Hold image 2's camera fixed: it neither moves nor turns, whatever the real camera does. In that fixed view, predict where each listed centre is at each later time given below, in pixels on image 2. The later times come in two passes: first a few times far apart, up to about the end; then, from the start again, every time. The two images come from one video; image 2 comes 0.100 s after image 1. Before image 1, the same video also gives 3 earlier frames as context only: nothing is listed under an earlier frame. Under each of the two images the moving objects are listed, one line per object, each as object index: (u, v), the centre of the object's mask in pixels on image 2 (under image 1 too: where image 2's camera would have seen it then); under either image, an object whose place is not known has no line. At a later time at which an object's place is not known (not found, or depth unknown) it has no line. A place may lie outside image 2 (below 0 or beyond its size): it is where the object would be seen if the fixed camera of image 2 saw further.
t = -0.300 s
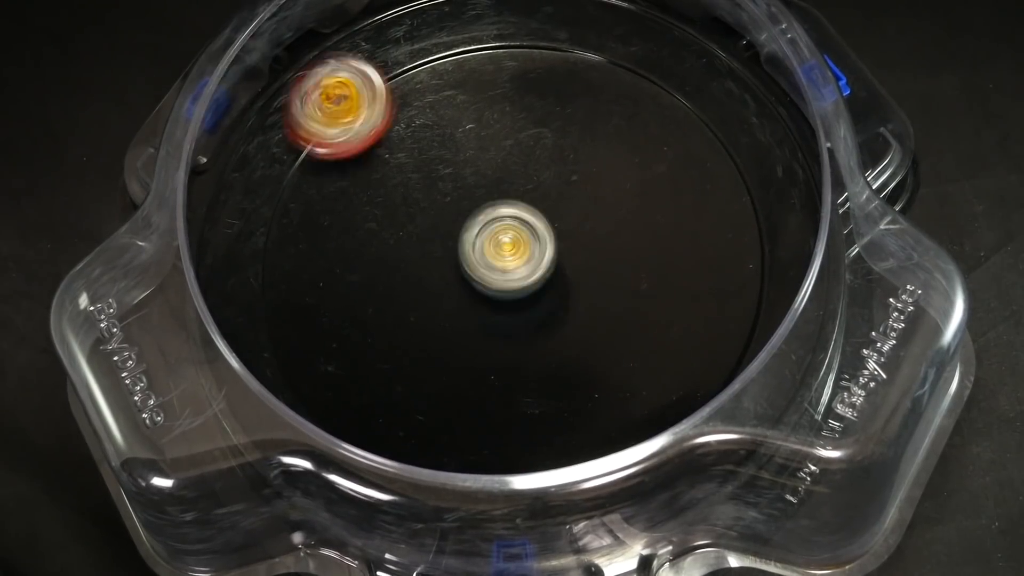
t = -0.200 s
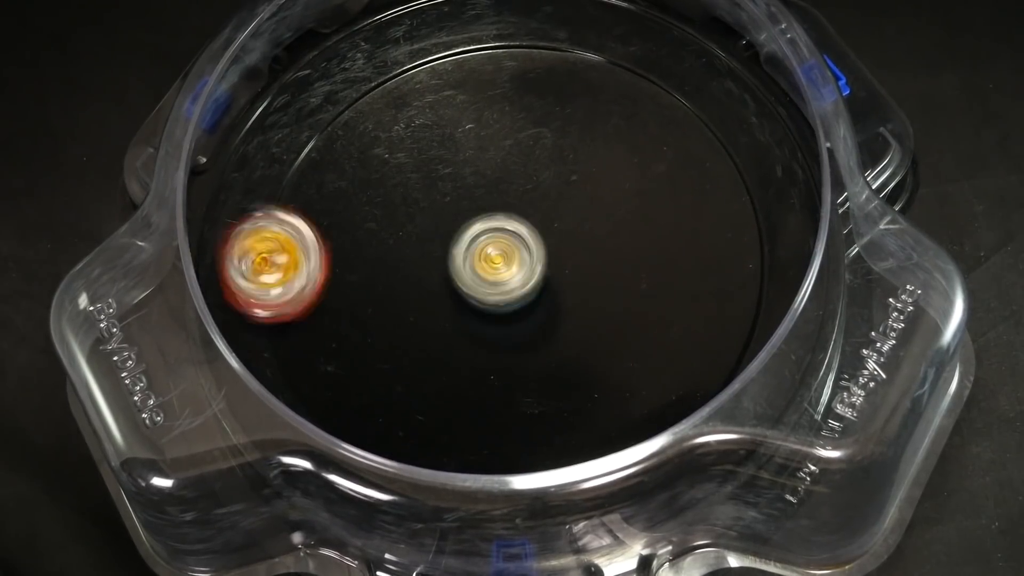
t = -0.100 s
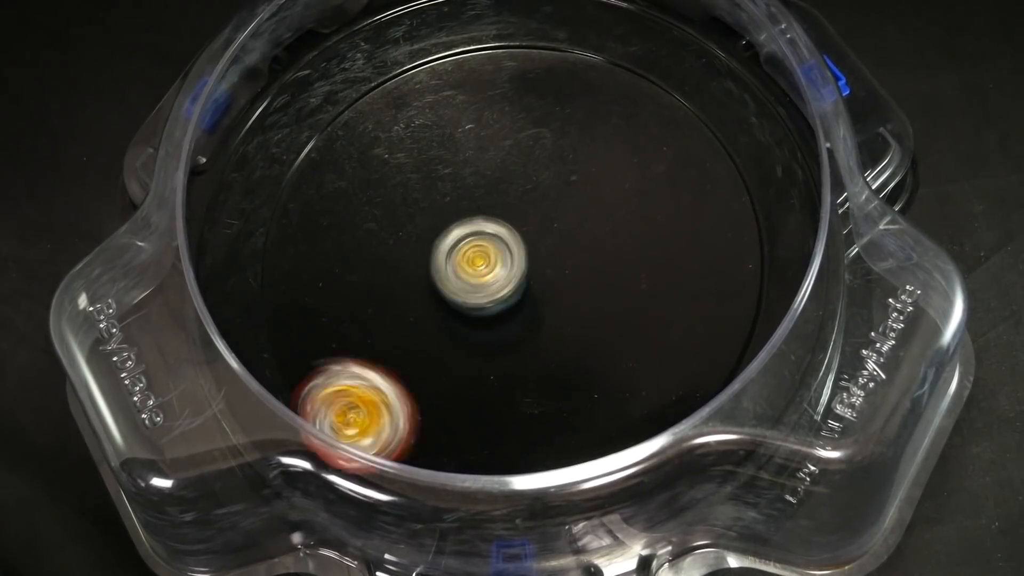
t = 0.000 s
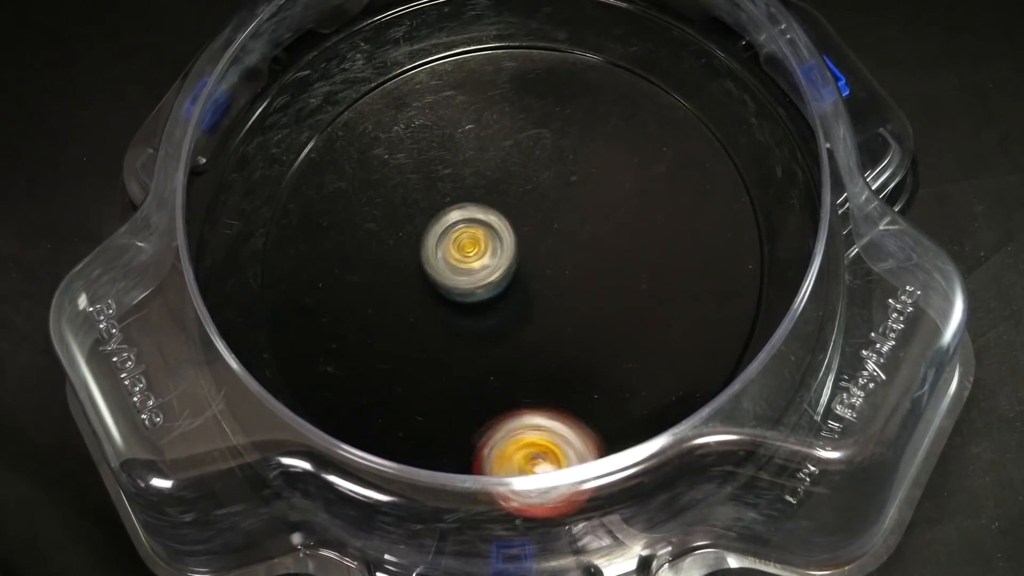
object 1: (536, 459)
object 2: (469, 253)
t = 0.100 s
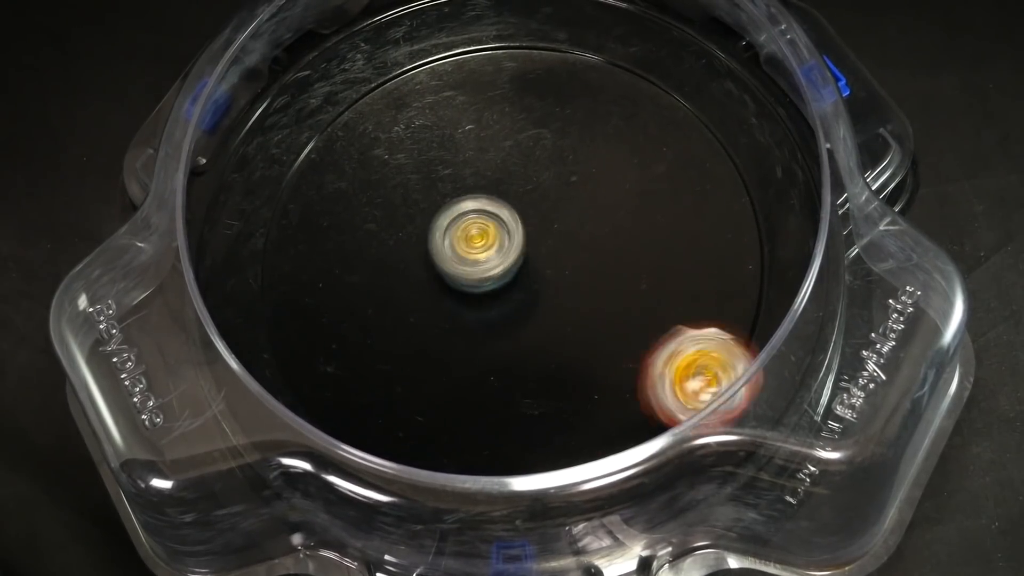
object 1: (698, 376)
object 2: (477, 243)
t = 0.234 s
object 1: (737, 178)
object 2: (500, 252)
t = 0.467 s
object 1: (423, 55)
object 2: (510, 277)
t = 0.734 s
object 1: (334, 392)
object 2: (484, 224)
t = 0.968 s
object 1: (696, 372)
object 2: (502, 241)
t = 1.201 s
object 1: (643, 69)
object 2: (481, 290)
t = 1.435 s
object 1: (311, 127)
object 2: (485, 242)
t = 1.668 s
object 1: (379, 421)
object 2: (520, 219)
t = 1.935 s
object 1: (739, 299)
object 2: (476, 275)
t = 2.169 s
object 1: (607, 46)
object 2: (470, 257)
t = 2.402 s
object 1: (306, 142)
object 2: (530, 229)
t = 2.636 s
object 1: (383, 421)
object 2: (507, 261)
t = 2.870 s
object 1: (691, 372)
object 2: (449, 256)
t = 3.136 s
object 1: (660, 78)
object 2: (506, 242)
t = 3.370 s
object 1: (357, 87)
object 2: (533, 270)
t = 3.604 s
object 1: (304, 365)
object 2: (471, 259)
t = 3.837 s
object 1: (621, 418)
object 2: (475, 224)
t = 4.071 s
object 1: (737, 165)
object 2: (524, 261)
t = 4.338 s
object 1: (435, 49)
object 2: (485, 278)
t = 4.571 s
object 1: (270, 280)
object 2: (477, 227)
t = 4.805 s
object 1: (500, 464)
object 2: (519, 242)
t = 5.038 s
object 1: (744, 289)
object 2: (491, 285)
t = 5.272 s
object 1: (626, 56)
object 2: (467, 250)
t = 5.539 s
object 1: (309, 131)
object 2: (521, 232)
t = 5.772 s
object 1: (338, 395)
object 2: (512, 275)
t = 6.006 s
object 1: (647, 415)
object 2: (467, 264)
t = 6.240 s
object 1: (736, 165)
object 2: (496, 231)
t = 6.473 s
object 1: (497, 38)
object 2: (523, 255)
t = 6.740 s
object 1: (271, 247)
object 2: (484, 285)
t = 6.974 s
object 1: (458, 457)
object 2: (462, 262)
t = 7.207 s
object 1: (727, 335)
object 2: (486, 235)
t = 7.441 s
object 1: (683, 93)
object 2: (516, 240)
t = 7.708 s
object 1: (382, 70)
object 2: (508, 263)
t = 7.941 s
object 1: (272, 299)
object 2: (485, 269)
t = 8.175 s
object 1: (496, 454)
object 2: (480, 256)
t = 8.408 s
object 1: (732, 304)
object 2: (495, 248)
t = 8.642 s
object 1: (667, 80)
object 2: (502, 251)
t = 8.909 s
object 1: (370, 80)
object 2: (490, 259)
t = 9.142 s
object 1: (283, 316)
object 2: (482, 258)
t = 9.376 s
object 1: (519, 441)
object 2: (491, 251)
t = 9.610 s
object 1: (735, 292)
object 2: (502, 249)
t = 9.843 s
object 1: (654, 73)
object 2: (500, 256)
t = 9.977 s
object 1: (517, 37)
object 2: (492, 260)
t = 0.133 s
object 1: (725, 328)
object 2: (480, 243)
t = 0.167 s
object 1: (746, 280)
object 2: (487, 246)
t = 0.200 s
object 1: (749, 228)
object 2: (493, 249)
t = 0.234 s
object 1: (737, 178)
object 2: (500, 252)
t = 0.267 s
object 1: (714, 132)
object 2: (508, 257)
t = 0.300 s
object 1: (679, 94)
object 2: (513, 261)
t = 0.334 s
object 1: (637, 66)
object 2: (517, 266)
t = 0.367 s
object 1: (587, 47)
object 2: (518, 273)
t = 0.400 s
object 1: (534, 42)
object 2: (515, 276)
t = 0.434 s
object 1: (478, 43)
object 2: (513, 278)
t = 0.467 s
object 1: (423, 55)
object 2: (510, 277)
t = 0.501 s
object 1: (373, 82)
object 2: (506, 274)
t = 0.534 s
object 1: (331, 115)
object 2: (502, 268)
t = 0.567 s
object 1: (296, 157)
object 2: (496, 263)
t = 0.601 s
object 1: (276, 204)
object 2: (491, 255)
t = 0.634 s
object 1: (269, 256)
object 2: (486, 246)
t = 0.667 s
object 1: (272, 307)
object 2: (482, 238)
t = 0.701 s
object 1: (294, 354)
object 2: (481, 231)
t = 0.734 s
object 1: (334, 392)
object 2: (484, 224)
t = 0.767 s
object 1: (376, 431)
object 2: (487, 220)
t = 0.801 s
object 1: (429, 455)
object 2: (489, 218)
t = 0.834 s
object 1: (487, 464)
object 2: (493, 218)
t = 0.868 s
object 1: (547, 455)
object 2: (495, 221)
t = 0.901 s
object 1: (601, 427)
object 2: (496, 226)
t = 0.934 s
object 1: (650, 402)
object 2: (499, 232)
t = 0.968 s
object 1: (696, 372)
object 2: (502, 241)
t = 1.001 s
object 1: (725, 327)
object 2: (502, 250)
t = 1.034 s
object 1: (744, 280)
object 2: (501, 260)
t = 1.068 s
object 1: (747, 229)
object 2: (499, 271)
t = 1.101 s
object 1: (736, 180)
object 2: (494, 279)
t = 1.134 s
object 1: (715, 136)
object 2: (489, 285)
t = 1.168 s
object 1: (683, 98)
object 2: (485, 288)
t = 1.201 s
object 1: (643, 69)
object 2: (481, 290)
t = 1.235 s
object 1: (596, 49)
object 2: (479, 289)
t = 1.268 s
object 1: (547, 42)
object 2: (478, 285)
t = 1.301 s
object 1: (493, 41)
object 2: (477, 279)
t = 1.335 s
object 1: (440, 47)
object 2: (475, 272)
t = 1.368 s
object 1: (391, 65)
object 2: (477, 263)
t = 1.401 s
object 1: (347, 92)
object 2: (480, 253)
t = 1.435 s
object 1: (311, 127)
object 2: (485, 242)
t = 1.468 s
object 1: (284, 169)
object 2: (490, 234)
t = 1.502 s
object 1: (269, 215)
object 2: (498, 225)
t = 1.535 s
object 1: (265, 264)
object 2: (505, 220)
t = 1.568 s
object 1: (275, 312)
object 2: (511, 217)
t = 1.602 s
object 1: (299, 358)
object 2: (514, 215)
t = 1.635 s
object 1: (334, 394)
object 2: (517, 216)
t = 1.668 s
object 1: (379, 421)
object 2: (520, 219)
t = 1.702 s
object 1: (427, 449)
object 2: (520, 224)
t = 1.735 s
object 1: (483, 458)
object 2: (518, 230)
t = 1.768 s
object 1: (538, 442)
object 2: (515, 239)
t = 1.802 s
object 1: (592, 429)
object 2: (511, 248)
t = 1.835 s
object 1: (640, 407)
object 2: (504, 259)
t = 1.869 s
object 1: (681, 377)
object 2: (494, 266)
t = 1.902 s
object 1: (716, 342)
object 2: (485, 272)
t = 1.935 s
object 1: (739, 299)
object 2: (476, 275)
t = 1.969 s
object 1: (751, 255)
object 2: (467, 277)
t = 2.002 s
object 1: (749, 209)
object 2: (461, 277)
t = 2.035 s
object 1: (736, 165)
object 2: (458, 276)
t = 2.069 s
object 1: (716, 125)
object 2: (459, 273)
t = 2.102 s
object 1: (686, 92)
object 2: (461, 270)
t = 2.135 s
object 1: (649, 66)
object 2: (465, 264)
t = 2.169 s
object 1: (607, 46)
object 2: (470, 257)
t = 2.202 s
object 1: (562, 38)
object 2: (476, 250)
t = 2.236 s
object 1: (514, 37)
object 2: (485, 243)
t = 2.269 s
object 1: (465, 41)
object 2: (496, 237)
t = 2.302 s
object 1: (419, 54)
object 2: (506, 231)
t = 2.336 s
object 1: (376, 77)
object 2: (516, 228)
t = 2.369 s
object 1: (337, 106)
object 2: (524, 227)
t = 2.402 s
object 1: (306, 142)
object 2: (530, 229)
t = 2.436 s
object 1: (285, 185)
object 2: (536, 232)
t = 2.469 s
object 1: (273, 231)
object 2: (537, 238)
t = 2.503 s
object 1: (270, 277)
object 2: (535, 243)
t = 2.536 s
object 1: (281, 323)
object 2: (530, 247)
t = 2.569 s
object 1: (307, 363)
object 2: (524, 252)
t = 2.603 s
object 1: (342, 396)
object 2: (516, 257)
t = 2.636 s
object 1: (383, 421)
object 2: (507, 261)
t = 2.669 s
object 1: (425, 451)
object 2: (497, 265)
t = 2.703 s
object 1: (472, 465)
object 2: (485, 269)
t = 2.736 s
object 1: (523, 466)
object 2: (474, 269)
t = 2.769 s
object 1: (574, 454)
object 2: (464, 268)
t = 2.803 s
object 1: (621, 432)
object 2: (457, 265)
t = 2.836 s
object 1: (664, 410)
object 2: (453, 261)
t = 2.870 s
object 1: (691, 372)
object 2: (449, 256)
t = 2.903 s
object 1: (723, 341)
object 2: (450, 251)
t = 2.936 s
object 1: (739, 300)
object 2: (453, 247)
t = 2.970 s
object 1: (750, 259)
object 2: (458, 245)
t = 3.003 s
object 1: (750, 217)
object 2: (464, 244)
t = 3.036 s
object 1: (737, 176)
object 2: (472, 243)
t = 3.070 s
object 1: (717, 139)
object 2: (483, 241)
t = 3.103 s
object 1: (692, 105)
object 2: (495, 241)
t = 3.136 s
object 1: (660, 78)
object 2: (506, 242)
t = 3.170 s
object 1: (622, 57)
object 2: (516, 243)
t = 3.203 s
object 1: (578, 43)
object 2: (525, 246)
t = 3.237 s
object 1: (533, 38)
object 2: (532, 251)
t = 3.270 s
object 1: (487, 39)
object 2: (536, 256)
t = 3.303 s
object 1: (440, 47)
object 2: (537, 261)
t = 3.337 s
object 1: (397, 64)
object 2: (536, 265)
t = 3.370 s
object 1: (357, 87)
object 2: (533, 270)
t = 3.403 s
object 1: (322, 116)
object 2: (527, 272)
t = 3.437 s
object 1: (295, 151)
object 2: (519, 275)
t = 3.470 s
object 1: (276, 192)
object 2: (510, 275)
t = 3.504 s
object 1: (266, 236)
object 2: (500, 274)
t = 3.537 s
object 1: (267, 280)
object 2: (490, 270)
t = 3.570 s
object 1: (279, 324)
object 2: (480, 266)
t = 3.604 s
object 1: (304, 365)
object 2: (471, 259)
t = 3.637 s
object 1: (339, 397)
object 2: (466, 252)
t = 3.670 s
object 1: (376, 430)
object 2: (462, 245)
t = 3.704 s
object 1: (425, 450)
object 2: (461, 238)
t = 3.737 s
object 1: (474, 461)
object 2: (462, 232)
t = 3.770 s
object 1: (527, 459)
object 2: (465, 228)
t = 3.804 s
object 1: (574, 436)
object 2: (469, 225)
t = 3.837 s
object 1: (621, 418)
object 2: (475, 224)
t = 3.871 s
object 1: (661, 395)
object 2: (484, 224)
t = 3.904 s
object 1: (703, 369)
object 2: (493, 226)
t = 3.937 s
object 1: (725, 329)
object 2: (502, 231)
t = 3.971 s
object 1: (743, 289)
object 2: (510, 237)
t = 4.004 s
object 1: (751, 246)
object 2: (517, 244)
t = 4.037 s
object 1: (748, 204)
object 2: (522, 252)
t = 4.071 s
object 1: (737, 165)
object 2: (524, 261)
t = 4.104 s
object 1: (716, 129)
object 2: (524, 269)
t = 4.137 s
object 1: (687, 97)
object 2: (522, 276)
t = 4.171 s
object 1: (653, 70)
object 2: (519, 281)
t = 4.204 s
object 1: (615, 51)
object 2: (514, 284)
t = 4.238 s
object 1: (572, 41)
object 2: (507, 286)
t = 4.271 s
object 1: (526, 38)
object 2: (500, 285)
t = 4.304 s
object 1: (481, 39)
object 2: (492, 283)
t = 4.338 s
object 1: (435, 49)
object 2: (485, 278)
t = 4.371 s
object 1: (393, 66)
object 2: (478, 272)
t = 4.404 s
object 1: (355, 90)
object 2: (473, 265)
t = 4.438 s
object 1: (321, 120)
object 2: (470, 257)
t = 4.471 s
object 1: (294, 156)
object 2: (468, 248)
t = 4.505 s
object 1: (277, 195)
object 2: (469, 240)
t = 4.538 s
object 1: (270, 238)
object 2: (472, 233)
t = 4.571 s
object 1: (270, 280)
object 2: (477, 227)
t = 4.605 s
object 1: (280, 322)
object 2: (483, 224)
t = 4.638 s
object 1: (301, 359)
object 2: (489, 222)
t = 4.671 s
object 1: (333, 391)
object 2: (497, 222)
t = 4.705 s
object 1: (366, 423)
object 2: (504, 225)
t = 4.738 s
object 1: (408, 445)
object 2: (510, 229)
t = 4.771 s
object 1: (453, 461)
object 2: (516, 235)
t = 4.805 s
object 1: (500, 464)
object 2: (519, 242)
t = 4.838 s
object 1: (549, 458)
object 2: (521, 251)
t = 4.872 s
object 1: (597, 442)
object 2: (521, 259)
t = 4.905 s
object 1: (642, 422)
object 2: (518, 267)
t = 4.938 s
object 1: (670, 389)
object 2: (513, 274)
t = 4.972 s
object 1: (708, 364)
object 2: (507, 280)
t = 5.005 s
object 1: (729, 327)
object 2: (500, 283)
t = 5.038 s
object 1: (744, 289)
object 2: (491, 285)
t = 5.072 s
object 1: (752, 248)
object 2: (483, 285)
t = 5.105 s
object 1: (749, 208)
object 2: (476, 282)
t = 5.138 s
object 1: (736, 171)
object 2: (471, 278)
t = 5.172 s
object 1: (718, 134)
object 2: (467, 272)
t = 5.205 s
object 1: (692, 103)
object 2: (465, 265)
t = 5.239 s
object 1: (662, 78)
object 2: (464, 258)
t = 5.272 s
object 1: (626, 56)
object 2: (467, 250)
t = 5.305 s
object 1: (586, 44)
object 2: (471, 243)
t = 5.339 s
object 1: (544, 39)
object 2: (477, 237)
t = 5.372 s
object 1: (500, 37)
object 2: (484, 232)
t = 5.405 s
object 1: (457, 42)
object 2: (493, 228)
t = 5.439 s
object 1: (414, 56)
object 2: (501, 226)
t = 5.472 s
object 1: (375, 75)
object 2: (509, 226)
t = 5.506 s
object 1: (339, 99)
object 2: (516, 228)
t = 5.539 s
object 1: (309, 131)
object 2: (521, 232)
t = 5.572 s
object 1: (287, 167)
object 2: (524, 237)
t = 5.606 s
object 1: (273, 206)
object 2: (527, 243)
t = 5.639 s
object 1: (266, 246)
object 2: (528, 250)
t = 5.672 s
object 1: (268, 290)
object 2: (527, 257)
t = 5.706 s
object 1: (283, 330)
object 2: (524, 264)
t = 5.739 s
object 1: (306, 366)
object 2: (518, 270)
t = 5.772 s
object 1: (338, 395)
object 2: (512, 275)
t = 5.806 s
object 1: (372, 428)
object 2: (504, 278)
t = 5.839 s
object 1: (416, 447)
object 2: (496, 279)
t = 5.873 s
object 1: (463, 460)
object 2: (488, 279)
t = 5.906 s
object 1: (509, 462)
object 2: (480, 276)
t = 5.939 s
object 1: (558, 451)
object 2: (474, 273)
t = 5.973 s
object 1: (600, 427)
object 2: (470, 269)
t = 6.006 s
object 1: (647, 415)
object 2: (467, 264)
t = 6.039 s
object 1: (677, 383)
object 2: (467, 258)
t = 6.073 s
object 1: (713, 357)
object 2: (468, 251)
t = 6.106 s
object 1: (731, 319)
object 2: (470, 246)
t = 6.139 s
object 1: (747, 281)
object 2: (474, 241)
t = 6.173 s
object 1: (753, 242)
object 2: (480, 237)
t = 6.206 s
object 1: (748, 202)
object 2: (488, 233)
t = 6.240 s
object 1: (736, 165)
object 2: (496, 231)
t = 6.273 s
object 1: (717, 129)
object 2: (504, 231)
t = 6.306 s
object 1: (690, 99)
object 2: (510, 233)
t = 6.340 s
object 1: (658, 75)
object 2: (516, 236)
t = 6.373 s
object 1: (622, 54)
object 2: (522, 239)
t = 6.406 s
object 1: (582, 43)
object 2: (524, 243)
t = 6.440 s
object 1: (541, 38)
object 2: (524, 249)
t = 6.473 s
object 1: (497, 38)
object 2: (523, 255)
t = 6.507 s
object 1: (454, 45)
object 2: (522, 262)
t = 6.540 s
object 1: (412, 57)
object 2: (519, 267)
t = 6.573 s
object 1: (373, 77)
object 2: (515, 273)
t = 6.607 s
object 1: (340, 102)
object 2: (510, 278)
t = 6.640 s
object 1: (311, 133)
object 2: (504, 281)
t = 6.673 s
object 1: (289, 169)
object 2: (498, 283)
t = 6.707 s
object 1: (277, 208)
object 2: (491, 285)
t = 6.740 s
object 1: (271, 247)
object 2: (484, 285)
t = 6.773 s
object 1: (274, 288)
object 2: (478, 285)
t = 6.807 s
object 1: (287, 329)
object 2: (472, 283)
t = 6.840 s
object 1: (309, 364)
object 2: (468, 280)
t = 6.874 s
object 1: (340, 393)
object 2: (465, 275)
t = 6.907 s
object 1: (373, 424)
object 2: (463, 270)
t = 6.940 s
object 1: (413, 444)
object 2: (461, 266)
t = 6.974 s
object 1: (458, 457)
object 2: (462, 262)
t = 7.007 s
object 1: (505, 459)
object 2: (463, 256)
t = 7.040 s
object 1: (551, 453)
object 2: (464, 252)
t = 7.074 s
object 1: (593, 431)
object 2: (466, 248)
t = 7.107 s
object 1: (639, 422)
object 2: (471, 242)
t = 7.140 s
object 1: (667, 392)
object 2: (475, 238)
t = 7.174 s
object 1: (705, 369)
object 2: (480, 236)
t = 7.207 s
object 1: (727, 335)
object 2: (486, 235)
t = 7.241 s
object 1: (741, 297)
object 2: (491, 232)
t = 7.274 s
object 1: (750, 260)
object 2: (494, 231)
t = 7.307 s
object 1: (751, 223)
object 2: (500, 232)
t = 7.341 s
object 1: (743, 185)
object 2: (506, 233)
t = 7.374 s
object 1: (729, 151)
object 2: (510, 235)
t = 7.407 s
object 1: (707, 119)
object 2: (513, 238)
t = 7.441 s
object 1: (683, 93)
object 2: (516, 240)
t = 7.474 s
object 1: (652, 69)
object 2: (517, 242)
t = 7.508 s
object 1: (618, 53)
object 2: (516, 246)
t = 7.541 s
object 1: (581, 41)
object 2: (517, 249)
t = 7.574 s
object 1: (540, 37)
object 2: (518, 253)
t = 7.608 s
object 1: (502, 37)
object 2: (516, 257)
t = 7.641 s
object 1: (460, 42)
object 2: (515, 260)
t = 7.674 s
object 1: (420, 54)
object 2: (512, 261)
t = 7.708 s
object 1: (382, 70)
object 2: (508, 263)
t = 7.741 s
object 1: (350, 93)
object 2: (504, 267)
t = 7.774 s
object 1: (320, 120)
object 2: (501, 269)
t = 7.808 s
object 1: (297, 152)
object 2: (498, 269)
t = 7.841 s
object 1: (280, 186)
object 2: (494, 269)
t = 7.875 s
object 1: (269, 222)
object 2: (491, 269)
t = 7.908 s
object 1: (266, 261)
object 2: (488, 269)
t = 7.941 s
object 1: (272, 299)
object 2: (485, 269)
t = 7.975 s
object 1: (286, 334)
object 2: (483, 268)
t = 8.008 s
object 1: (309, 368)
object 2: (481, 265)
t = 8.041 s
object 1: (338, 394)
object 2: (480, 264)
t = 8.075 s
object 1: (374, 416)
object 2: (480, 263)
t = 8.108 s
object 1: (412, 431)
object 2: (479, 260)
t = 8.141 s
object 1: (452, 451)
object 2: (478, 259)
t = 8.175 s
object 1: (496, 454)
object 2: (480, 256)
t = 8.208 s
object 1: (539, 440)
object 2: (481, 254)
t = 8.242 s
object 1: (582, 430)
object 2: (483, 253)
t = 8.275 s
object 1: (620, 414)
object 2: (485, 251)
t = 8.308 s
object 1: (656, 394)
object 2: (486, 250)
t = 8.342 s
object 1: (687, 368)
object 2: (490, 248)
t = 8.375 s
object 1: (714, 337)
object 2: (493, 247)
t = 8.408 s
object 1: (732, 304)
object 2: (495, 248)
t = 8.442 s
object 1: (744, 269)
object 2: (498, 247)
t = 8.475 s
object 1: (748, 231)
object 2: (498, 247)
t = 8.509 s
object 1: (744, 196)
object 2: (501, 248)
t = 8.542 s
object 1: (733, 161)
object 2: (504, 249)
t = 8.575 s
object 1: (719, 130)
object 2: (504, 251)
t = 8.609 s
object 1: (695, 103)
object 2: (504, 250)
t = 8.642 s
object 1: (667, 80)
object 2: (502, 251)
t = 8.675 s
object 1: (634, 61)
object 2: (503, 253)
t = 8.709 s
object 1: (600, 46)
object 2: (503, 254)
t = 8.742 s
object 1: (563, 39)
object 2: (501, 256)
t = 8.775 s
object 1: (525, 37)
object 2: (499, 255)
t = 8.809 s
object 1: (483, 39)
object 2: (495, 257)
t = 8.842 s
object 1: (444, 46)
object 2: (494, 259)
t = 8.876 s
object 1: (406, 61)
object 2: (493, 259)
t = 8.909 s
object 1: (370, 80)
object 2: (490, 259)
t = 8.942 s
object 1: (339, 104)
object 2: (488, 259)
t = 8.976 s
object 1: (314, 134)
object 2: (485, 261)
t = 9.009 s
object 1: (293, 166)
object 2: (485, 260)
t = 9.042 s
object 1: (279, 202)
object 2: (484, 258)
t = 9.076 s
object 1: (272, 239)
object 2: (483, 258)
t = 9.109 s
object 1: (274, 279)
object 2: (482, 258)
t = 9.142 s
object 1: (283, 316)
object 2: (482, 258)
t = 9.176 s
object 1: (300, 351)
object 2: (483, 255)
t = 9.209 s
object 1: (327, 381)
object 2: (483, 255)
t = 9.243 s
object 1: (359, 405)
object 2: (485, 254)
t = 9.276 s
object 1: (396, 424)
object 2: (485, 254)
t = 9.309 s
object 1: (435, 436)
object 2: (487, 251)
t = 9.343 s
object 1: (477, 443)
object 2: (488, 251)
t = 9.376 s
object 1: (519, 441)
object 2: (491, 251)
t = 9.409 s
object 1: (561, 436)
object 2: (491, 250)
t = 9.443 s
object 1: (600, 423)
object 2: (494, 249)
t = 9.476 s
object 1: (637, 406)
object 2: (496, 248)
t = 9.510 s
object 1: (669, 384)
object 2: (498, 249)
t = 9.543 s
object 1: (699, 356)
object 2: (498, 248)
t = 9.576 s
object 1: (719, 326)
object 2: (500, 249)
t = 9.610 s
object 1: (735, 292)
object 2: (502, 249)
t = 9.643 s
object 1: (742, 256)
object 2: (503, 251)
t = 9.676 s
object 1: (741, 219)
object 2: (502, 250)
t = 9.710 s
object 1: (735, 185)
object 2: (503, 252)
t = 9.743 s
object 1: (722, 152)
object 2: (504, 253)
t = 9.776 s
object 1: (705, 121)
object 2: (504, 255)
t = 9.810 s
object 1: (681, 97)
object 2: (502, 254)
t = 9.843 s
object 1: (654, 73)
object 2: (500, 256)
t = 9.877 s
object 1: (624, 56)
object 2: (500, 257)
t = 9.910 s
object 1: (590, 43)
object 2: (498, 258)
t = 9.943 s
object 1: (555, 38)
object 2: (495, 257)
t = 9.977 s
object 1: (517, 37)
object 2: (492, 260)
